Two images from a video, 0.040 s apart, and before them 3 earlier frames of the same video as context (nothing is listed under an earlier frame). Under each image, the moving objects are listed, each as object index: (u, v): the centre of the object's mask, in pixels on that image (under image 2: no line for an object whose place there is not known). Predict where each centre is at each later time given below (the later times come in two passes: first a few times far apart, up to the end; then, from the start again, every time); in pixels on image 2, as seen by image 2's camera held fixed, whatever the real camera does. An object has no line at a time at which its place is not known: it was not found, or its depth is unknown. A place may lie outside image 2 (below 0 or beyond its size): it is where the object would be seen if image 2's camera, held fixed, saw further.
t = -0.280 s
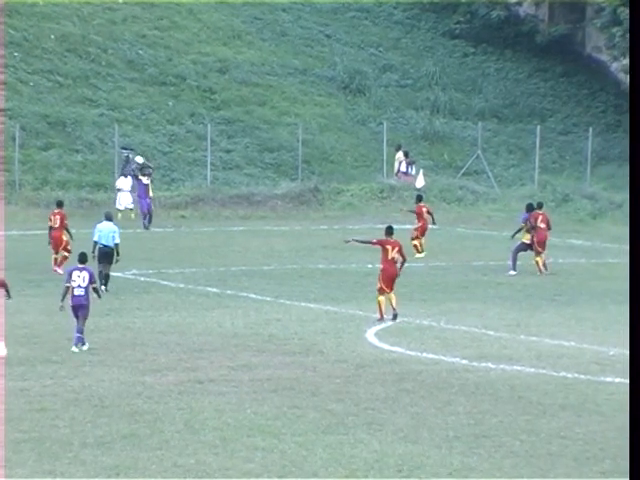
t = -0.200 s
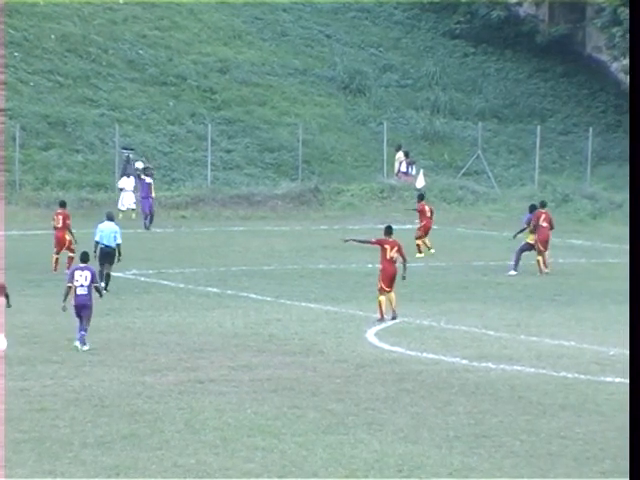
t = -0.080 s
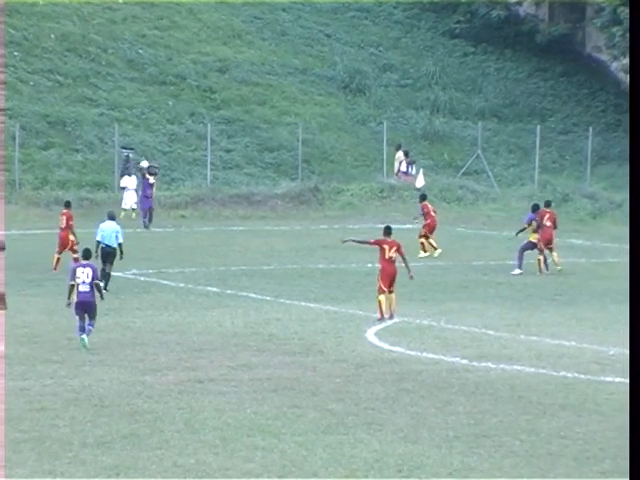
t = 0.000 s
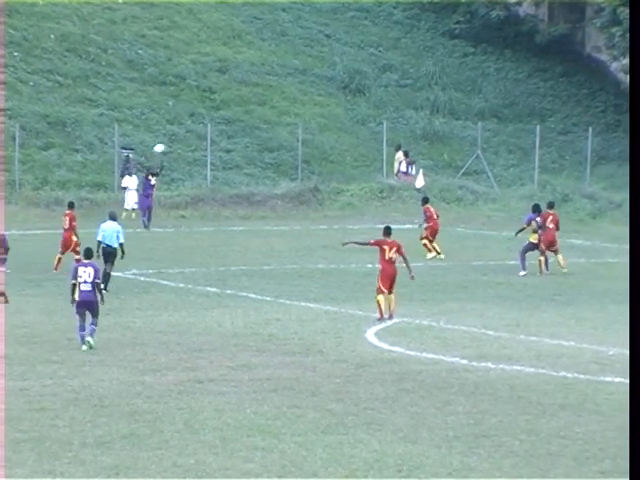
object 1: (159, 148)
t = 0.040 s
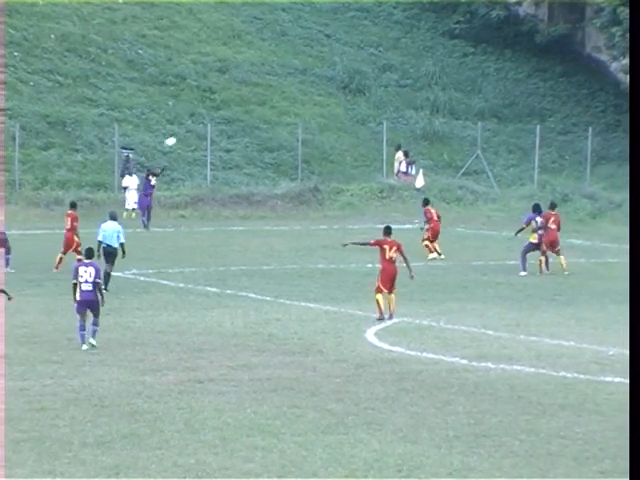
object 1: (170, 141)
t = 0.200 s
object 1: (216, 121)
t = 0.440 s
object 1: (285, 110)
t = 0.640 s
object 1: (342, 118)
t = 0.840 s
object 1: (399, 141)
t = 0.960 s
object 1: (434, 163)
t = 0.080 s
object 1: (182, 136)
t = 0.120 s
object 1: (193, 130)
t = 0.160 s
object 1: (204, 126)
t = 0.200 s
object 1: (216, 121)
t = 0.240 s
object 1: (227, 118)
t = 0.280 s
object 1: (239, 116)
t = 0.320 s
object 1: (250, 113)
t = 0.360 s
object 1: (261, 112)
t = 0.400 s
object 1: (273, 111)
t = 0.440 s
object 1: (285, 110)
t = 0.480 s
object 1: (296, 110)
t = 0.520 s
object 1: (308, 111)
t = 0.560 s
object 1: (319, 113)
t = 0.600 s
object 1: (330, 115)
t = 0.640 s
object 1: (342, 118)
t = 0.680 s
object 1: (354, 121)
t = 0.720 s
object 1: (365, 125)
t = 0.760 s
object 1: (376, 130)
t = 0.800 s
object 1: (388, 135)
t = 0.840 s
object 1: (399, 141)
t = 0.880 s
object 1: (411, 148)
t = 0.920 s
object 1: (422, 155)
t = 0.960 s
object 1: (434, 163)
